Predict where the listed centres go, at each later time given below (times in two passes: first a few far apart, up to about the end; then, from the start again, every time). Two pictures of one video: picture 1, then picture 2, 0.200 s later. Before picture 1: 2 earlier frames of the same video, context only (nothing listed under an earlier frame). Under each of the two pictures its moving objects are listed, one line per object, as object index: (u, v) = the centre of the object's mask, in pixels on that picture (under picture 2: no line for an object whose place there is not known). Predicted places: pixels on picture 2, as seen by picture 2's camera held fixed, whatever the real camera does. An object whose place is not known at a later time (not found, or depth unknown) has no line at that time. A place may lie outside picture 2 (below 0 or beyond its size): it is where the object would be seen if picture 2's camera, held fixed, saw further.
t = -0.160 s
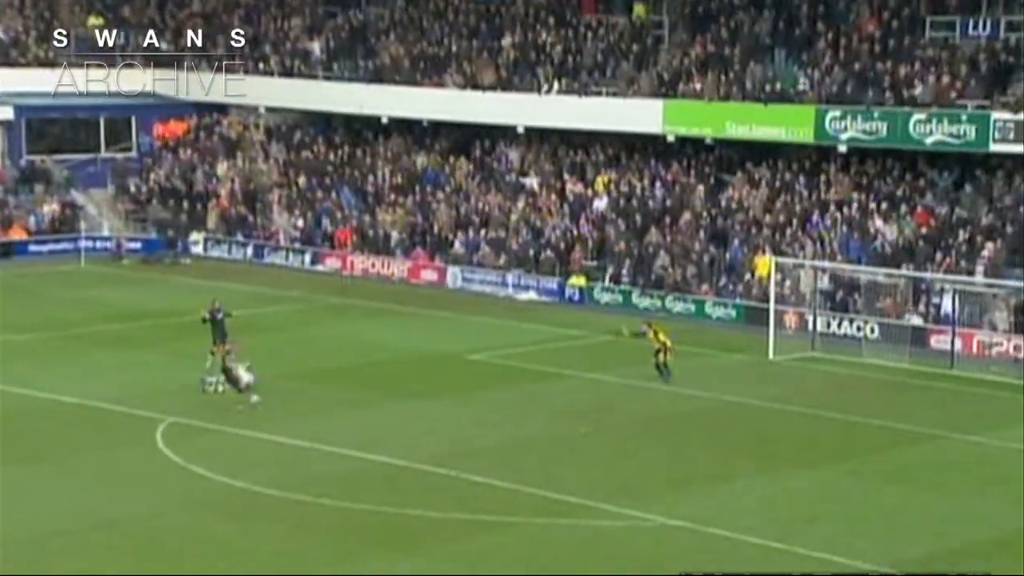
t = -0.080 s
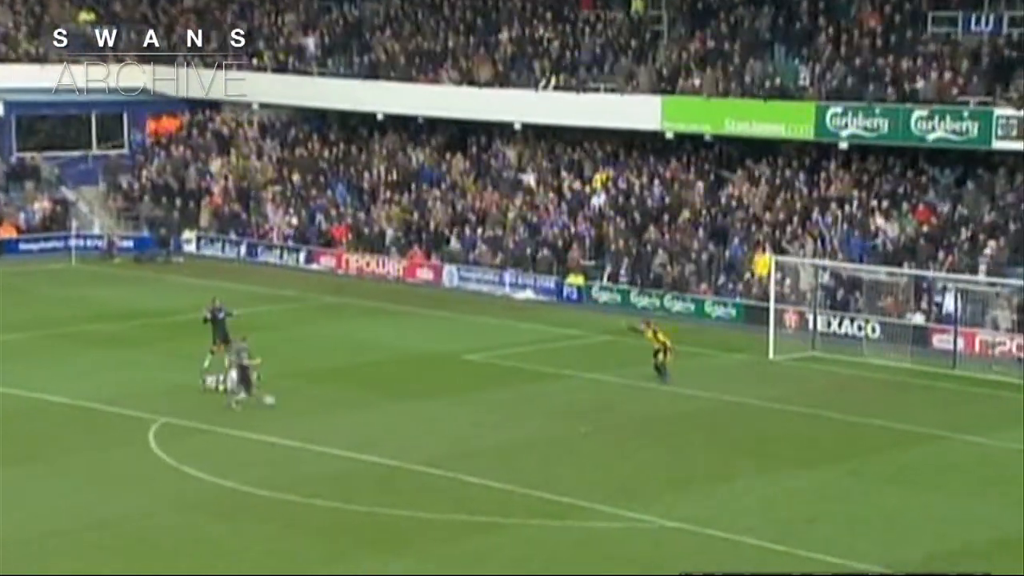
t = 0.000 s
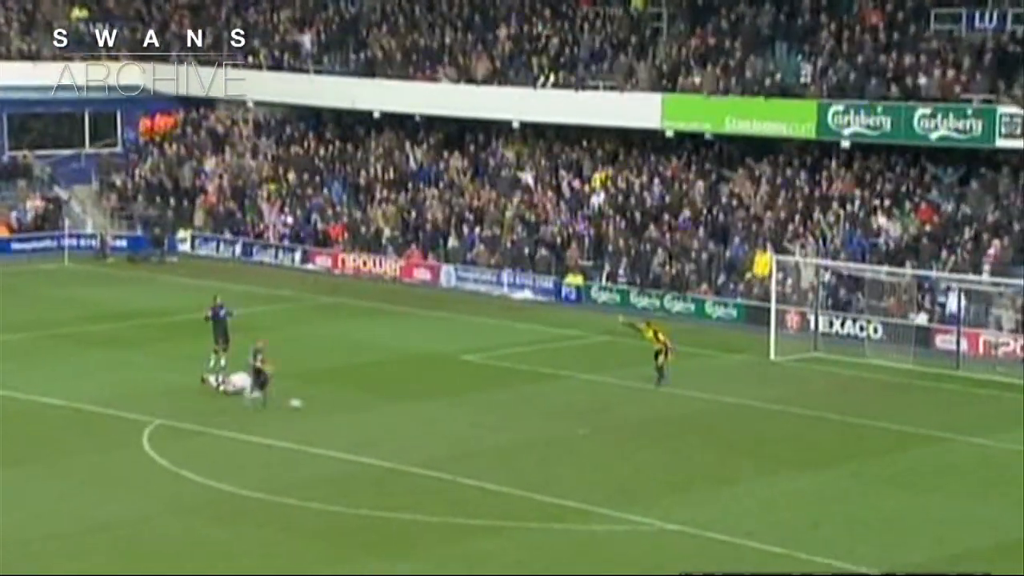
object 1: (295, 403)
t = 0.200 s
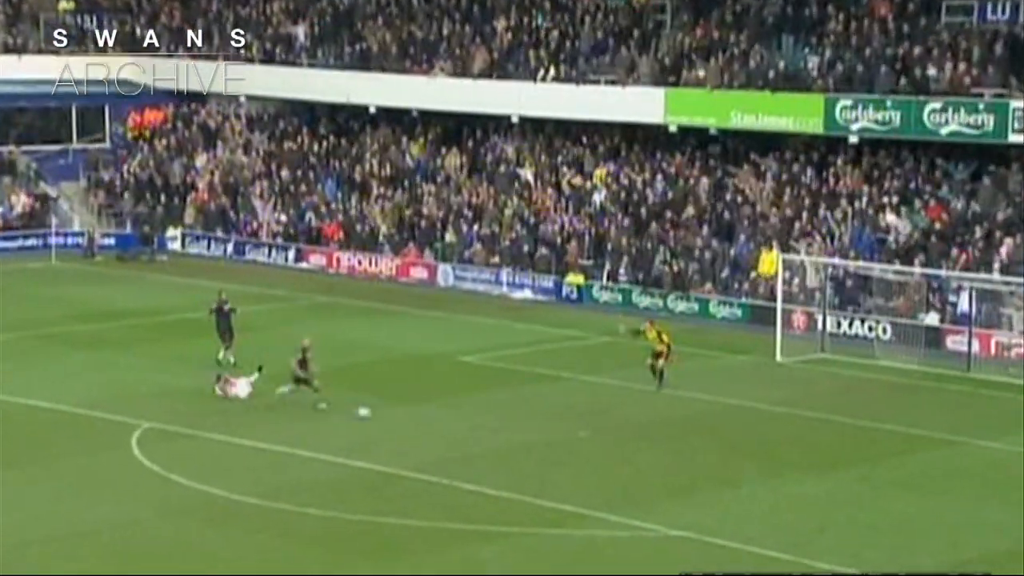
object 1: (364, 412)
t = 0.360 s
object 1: (414, 416)
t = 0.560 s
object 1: (472, 420)
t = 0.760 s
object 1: (524, 423)
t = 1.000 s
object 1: (587, 428)
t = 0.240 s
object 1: (376, 413)
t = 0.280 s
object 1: (389, 413)
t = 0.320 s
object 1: (402, 414)
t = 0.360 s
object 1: (414, 416)
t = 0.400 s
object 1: (426, 417)
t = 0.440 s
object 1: (438, 418)
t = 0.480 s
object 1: (450, 418)
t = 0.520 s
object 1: (461, 419)
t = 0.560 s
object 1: (472, 420)
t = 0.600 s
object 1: (483, 421)
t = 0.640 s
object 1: (493, 422)
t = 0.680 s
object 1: (504, 422)
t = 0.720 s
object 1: (515, 422)
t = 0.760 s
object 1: (524, 423)
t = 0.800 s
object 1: (536, 425)
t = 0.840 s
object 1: (546, 426)
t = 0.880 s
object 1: (556, 426)
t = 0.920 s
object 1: (567, 427)
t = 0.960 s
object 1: (577, 428)
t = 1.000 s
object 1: (587, 428)
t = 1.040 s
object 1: (597, 429)
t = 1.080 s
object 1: (607, 430)
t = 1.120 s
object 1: (618, 431)
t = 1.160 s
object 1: (626, 431)
